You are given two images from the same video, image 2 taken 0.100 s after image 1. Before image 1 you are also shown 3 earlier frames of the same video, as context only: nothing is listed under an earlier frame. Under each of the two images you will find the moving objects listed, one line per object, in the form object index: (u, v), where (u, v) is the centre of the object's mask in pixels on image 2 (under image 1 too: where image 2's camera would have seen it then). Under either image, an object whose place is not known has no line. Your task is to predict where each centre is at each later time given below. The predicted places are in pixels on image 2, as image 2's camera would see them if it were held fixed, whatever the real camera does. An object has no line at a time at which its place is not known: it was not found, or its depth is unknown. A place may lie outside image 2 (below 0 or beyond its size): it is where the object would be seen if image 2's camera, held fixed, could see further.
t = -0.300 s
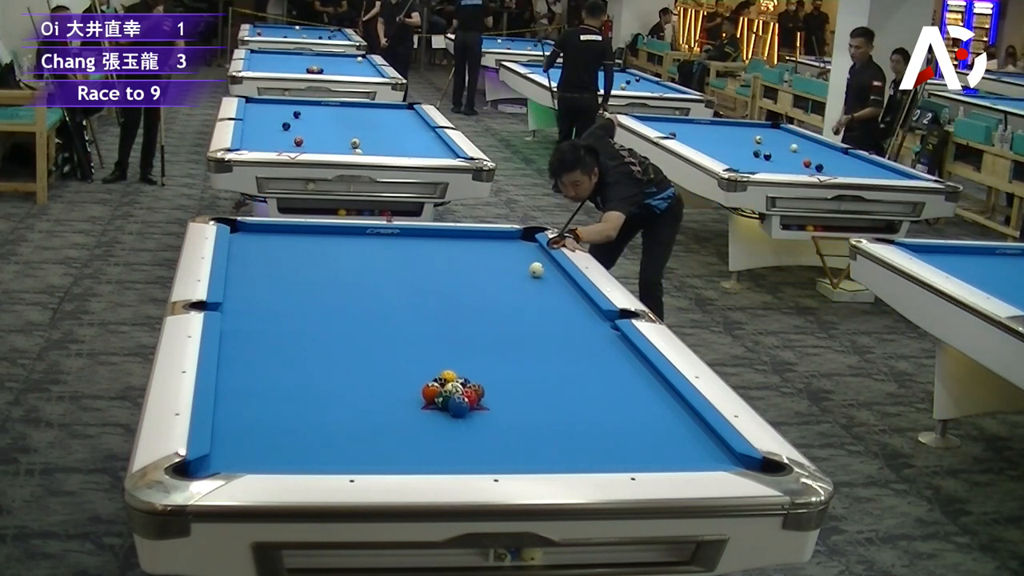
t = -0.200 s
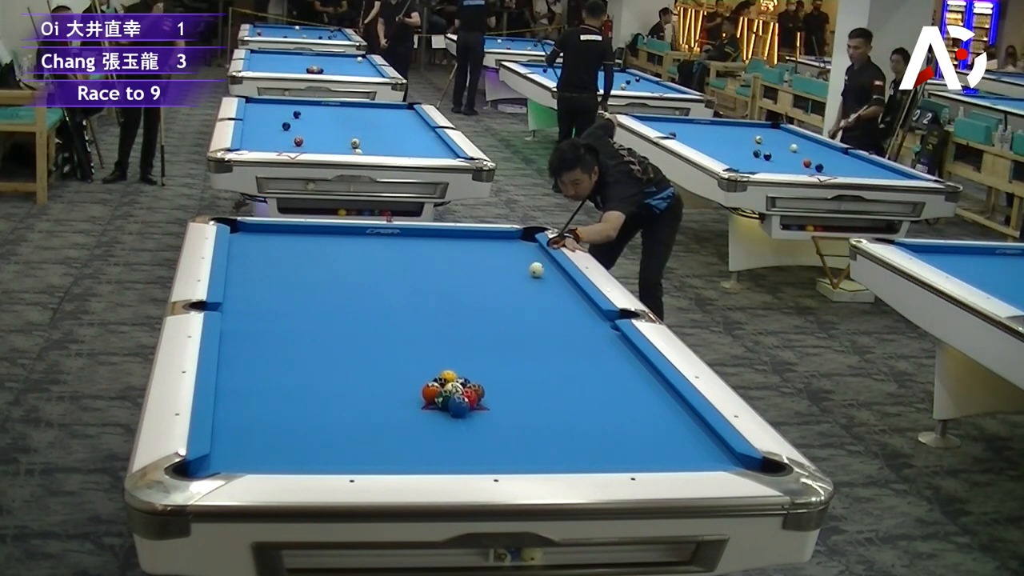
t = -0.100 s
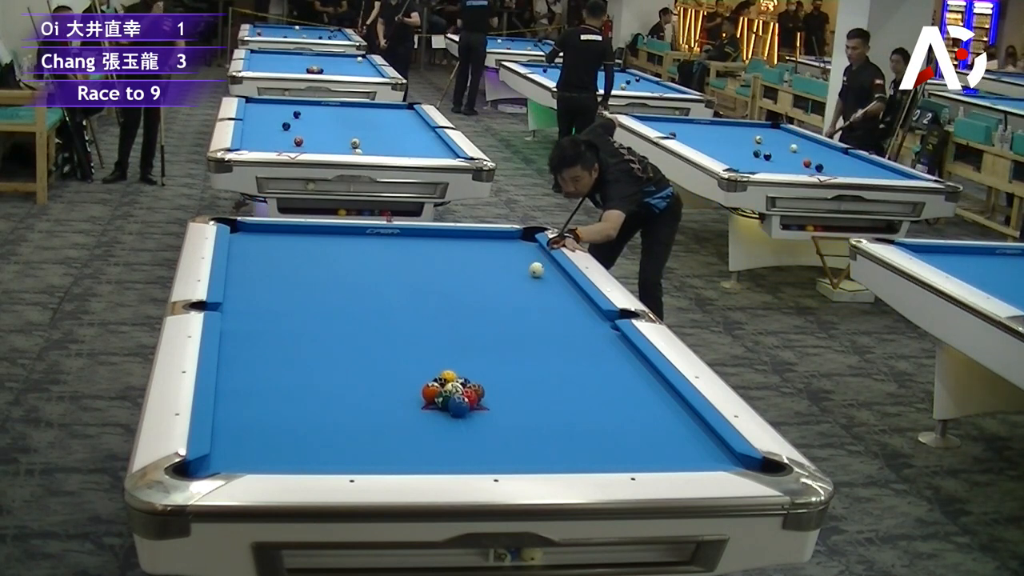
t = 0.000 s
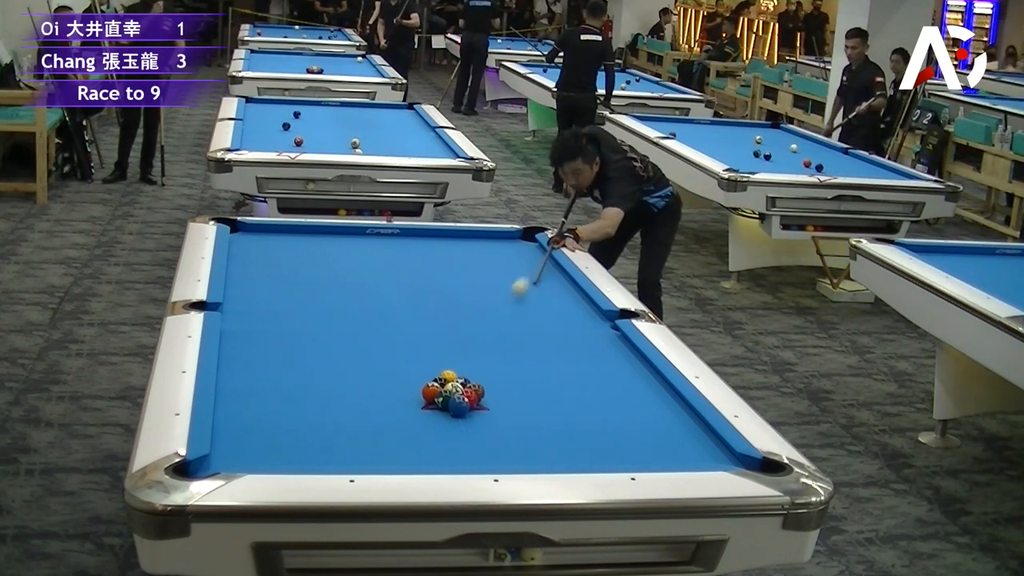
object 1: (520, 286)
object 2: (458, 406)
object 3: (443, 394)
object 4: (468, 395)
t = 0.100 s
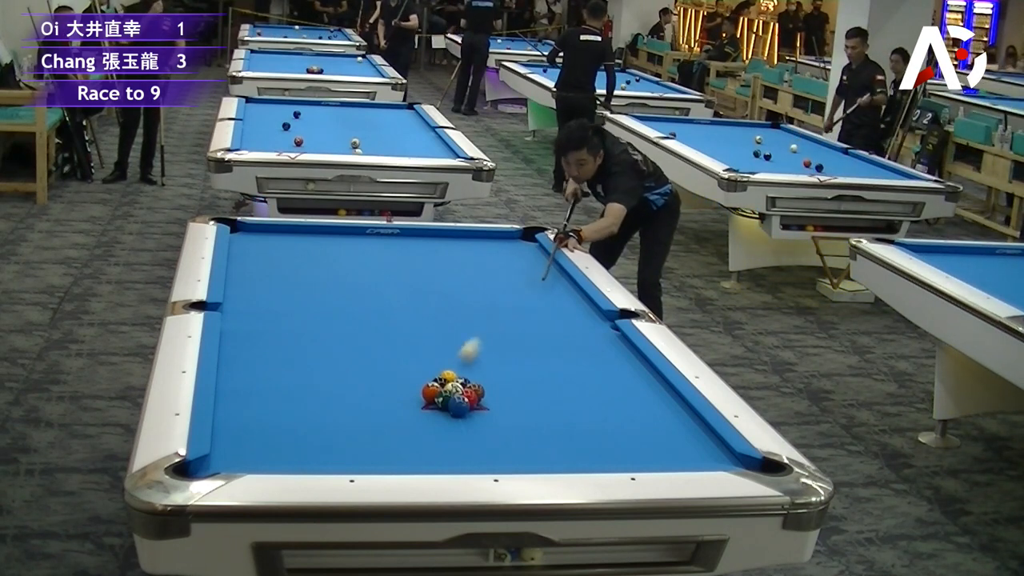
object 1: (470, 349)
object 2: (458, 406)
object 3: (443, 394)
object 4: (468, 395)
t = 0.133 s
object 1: (453, 368)
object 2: (460, 407)
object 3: (443, 394)
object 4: (470, 395)
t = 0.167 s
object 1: (451, 365)
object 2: (475, 420)
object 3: (442, 399)
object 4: (481, 403)
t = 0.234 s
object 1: (449, 364)
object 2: (504, 445)
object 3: (441, 403)
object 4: (505, 417)
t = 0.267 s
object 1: (448, 361)
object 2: (519, 457)
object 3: (440, 405)
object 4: (517, 423)
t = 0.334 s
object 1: (447, 357)
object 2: (530, 456)
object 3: (440, 415)
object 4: (539, 433)
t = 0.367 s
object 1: (446, 355)
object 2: (528, 449)
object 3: (439, 414)
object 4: (549, 438)
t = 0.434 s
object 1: (444, 351)
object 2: (527, 434)
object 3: (432, 420)
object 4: (570, 447)
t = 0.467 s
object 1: (444, 350)
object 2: (526, 427)
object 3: (432, 426)
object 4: (580, 452)
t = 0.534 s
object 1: (441, 348)
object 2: (524, 414)
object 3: (434, 427)
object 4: (602, 458)
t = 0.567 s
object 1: (440, 347)
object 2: (524, 408)
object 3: (432, 430)
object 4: (612, 460)
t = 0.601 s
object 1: (439, 346)
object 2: (523, 403)
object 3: (431, 436)
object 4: (614, 458)
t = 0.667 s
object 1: (437, 344)
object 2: (522, 392)
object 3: (429, 439)
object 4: (618, 454)
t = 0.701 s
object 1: (436, 343)
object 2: (522, 389)
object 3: (428, 442)
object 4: (621, 453)
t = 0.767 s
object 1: (434, 341)
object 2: (530, 387)
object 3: (422, 451)
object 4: (626, 448)
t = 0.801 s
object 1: (433, 340)
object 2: (533, 386)
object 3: (422, 456)
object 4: (629, 446)
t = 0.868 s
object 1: (431, 339)
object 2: (538, 383)
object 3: (423, 456)
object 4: (634, 442)
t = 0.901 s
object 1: (430, 338)
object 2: (541, 382)
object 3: (422, 461)
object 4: (636, 440)
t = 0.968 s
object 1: (428, 337)
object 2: (546, 379)
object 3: (419, 458)
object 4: (641, 435)
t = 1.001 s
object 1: (427, 336)
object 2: (548, 378)
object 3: (416, 455)
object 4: (643, 433)
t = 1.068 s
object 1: (425, 334)
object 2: (553, 375)
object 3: (413, 452)
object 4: (647, 428)
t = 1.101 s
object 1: (424, 334)
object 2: (555, 373)
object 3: (412, 451)
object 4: (650, 427)
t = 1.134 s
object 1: (424, 333)
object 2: (557, 370)
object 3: (410, 449)
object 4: (652, 425)
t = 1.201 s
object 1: (422, 332)
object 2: (562, 369)
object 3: (409, 450)
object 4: (656, 421)
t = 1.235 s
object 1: (421, 331)
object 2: (564, 368)
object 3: (405, 446)
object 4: (658, 419)
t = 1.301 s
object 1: (419, 330)
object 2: (568, 365)
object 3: (402, 442)
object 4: (662, 415)
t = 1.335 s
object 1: (419, 329)
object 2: (570, 364)
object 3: (400, 441)
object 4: (664, 413)
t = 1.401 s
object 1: (417, 328)
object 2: (574, 362)
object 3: (397, 439)
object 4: (668, 410)
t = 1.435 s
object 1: (417, 327)
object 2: (576, 360)
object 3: (392, 444)
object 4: (670, 408)
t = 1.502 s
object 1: (415, 326)
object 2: (580, 358)
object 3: (392, 439)
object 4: (674, 405)
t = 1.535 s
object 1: (415, 326)
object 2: (582, 357)
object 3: (390, 437)
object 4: (675, 403)
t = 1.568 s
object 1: (414, 325)
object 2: (584, 356)
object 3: (388, 434)
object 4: (675, 401)
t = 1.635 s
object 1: (413, 323)
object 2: (588, 354)
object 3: (384, 429)
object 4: (670, 399)
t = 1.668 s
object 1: (413, 322)
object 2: (590, 353)
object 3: (383, 427)
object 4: (667, 398)
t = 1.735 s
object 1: (411, 322)
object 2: (593, 350)
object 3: (380, 425)
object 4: (661, 395)
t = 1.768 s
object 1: (410, 322)
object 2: (595, 349)
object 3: (379, 424)
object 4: (659, 393)
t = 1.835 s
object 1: (409, 321)
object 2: (599, 347)
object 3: (380, 425)
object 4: (653, 392)
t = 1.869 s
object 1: (409, 320)
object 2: (600, 346)
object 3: (380, 426)
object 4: (651, 390)
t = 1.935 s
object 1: (407, 319)
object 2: (604, 344)
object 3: (377, 422)
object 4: (646, 388)
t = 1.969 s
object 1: (407, 319)
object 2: (605, 343)
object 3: (376, 420)
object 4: (643, 387)
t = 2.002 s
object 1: (406, 318)
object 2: (607, 343)
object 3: (374, 418)
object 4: (641, 385)
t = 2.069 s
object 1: (405, 318)
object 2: (610, 341)
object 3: (371, 415)
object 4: (636, 383)
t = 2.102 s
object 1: (405, 317)
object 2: (612, 340)
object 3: (369, 414)
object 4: (633, 382)
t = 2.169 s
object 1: (404, 316)
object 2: (614, 337)
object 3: (367, 413)
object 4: (628, 380)
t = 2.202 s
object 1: (403, 316)
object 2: (616, 336)
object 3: (366, 412)
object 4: (626, 379)
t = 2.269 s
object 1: (402, 315)
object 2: (614, 335)
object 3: (363, 416)
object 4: (622, 377)
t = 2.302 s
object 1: (402, 315)
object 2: (612, 334)
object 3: (363, 414)
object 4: (620, 376)
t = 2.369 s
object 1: (402, 314)
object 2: (609, 333)
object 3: (361, 411)
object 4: (615, 374)
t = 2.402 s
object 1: (401, 314)
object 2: (607, 332)
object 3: (359, 410)
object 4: (613, 373)
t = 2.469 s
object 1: (401, 313)
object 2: (604, 331)
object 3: (356, 406)
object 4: (609, 371)
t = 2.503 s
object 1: (400, 313)
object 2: (602, 331)
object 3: (355, 404)
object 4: (607, 370)
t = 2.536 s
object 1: (400, 313)
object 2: (601, 330)
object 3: (355, 404)
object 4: (605, 369)
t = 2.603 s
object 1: (399, 312)
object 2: (597, 329)
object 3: (354, 402)
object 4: (601, 368)
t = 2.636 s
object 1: (399, 312)
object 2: (596, 328)
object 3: (353, 402)
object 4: (599, 367)
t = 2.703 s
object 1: (398, 311)
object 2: (593, 327)
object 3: (352, 400)
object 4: (595, 365)
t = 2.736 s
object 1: (398, 311)
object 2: (591, 326)
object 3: (352, 399)
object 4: (593, 364)
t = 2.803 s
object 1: (398, 311)
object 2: (588, 325)
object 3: (350, 398)
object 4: (589, 362)
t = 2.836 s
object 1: (398, 310)
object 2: (587, 324)
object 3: (353, 402)
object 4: (588, 362)
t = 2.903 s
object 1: (397, 310)
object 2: (584, 324)
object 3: (352, 400)
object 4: (584, 360)
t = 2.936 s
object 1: (397, 310)
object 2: (583, 323)
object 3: (351, 399)
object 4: (582, 359)
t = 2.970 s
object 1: (397, 309)
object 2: (582, 323)
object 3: (350, 398)
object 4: (581, 358)
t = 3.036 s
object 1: (396, 309)
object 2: (579, 322)
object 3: (348, 395)
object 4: (577, 357)
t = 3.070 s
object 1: (396, 309)
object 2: (578, 321)
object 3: (348, 394)
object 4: (576, 356)
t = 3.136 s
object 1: (396, 308)
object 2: (575, 320)
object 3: (346, 393)
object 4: (572, 355)
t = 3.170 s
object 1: (396, 308)
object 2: (574, 320)
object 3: (344, 392)
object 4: (571, 354)
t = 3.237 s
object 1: (395, 308)
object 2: (572, 318)
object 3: (343, 391)
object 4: (568, 353)
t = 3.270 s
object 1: (395, 308)
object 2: (571, 318)
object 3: (343, 390)
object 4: (566, 352)
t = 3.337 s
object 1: (395, 308)
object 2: (568, 317)
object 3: (342, 390)
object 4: (563, 351)
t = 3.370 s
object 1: (395, 308)
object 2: (567, 317)
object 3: (341, 390)
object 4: (562, 350)
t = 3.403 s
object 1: (395, 308)
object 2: (566, 317)
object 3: (340, 389)
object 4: (561, 350)
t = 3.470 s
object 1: (395, 307)
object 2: (564, 316)
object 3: (338, 395)
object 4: (558, 348)
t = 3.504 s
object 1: (394, 307)
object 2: (563, 315)
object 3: (338, 395)
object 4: (556, 348)
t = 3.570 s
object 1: (394, 307)
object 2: (561, 315)
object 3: (337, 394)
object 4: (554, 346)
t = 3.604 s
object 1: (394, 307)
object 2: (560, 315)
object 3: (336, 394)
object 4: (553, 346)
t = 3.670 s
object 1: (394, 307)
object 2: (558, 314)
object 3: (336, 393)
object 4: (550, 345)
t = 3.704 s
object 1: (394, 307)
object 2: (558, 314)
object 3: (335, 393)
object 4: (549, 344)
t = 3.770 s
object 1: (394, 307)
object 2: (556, 313)
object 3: (335, 393)
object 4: (546, 343)
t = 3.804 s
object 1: (394, 307)
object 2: (555, 313)
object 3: (334, 392)
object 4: (545, 343)
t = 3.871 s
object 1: (394, 307)
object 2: (554, 312)
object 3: (334, 392)
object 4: (543, 341)
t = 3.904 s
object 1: (394, 307)
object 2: (553, 312)
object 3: (333, 392)
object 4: (542, 341)
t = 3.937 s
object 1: (394, 307)
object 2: (552, 312)
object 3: (333, 391)
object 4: (541, 341)
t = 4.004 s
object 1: (394, 307)
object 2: (551, 311)
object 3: (332, 391)
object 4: (539, 340)
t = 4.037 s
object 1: (394, 307)
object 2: (550, 311)
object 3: (332, 391)
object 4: (538, 339)
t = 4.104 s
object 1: (394, 307)
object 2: (549, 310)
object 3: (332, 391)
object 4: (536, 339)
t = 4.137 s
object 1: (395, 307)
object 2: (548, 310)
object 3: (332, 390)
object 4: (535, 338)
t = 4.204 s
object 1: (395, 307)
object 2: (547, 310)
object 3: (332, 390)
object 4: (533, 337)
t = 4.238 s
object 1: (394, 307)
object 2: (546, 309)
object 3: (331, 390)
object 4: (532, 337)
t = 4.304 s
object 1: (394, 307)
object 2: (546, 309)
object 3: (331, 390)
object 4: (531, 336)
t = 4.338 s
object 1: (394, 307)
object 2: (545, 309)
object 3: (331, 390)
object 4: (530, 336)
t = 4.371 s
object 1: (394, 307)
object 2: (544, 309)
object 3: (331, 390)
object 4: (529, 335)
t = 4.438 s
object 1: (394, 307)
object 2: (543, 308)
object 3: (331, 389)
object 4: (528, 335)
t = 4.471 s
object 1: (395, 307)
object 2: (543, 308)
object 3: (332, 389)
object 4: (527, 334)
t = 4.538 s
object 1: (394, 307)
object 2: (542, 308)
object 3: (332, 389)
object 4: (526, 334)
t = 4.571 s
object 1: (394, 307)
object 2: (542, 308)
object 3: (332, 389)
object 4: (525, 333)
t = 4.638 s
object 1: (394, 307)
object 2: (541, 308)
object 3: (332, 389)
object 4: (524, 333)
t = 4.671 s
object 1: (394, 307)
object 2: (541, 307)
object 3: (332, 389)
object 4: (523, 333)
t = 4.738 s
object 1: (394, 307)
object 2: (540, 307)
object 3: (332, 389)
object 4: (522, 332)
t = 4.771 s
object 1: (394, 307)
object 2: (540, 307)
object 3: (332, 390)
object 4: (521, 332)
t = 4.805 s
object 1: (394, 307)
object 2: (540, 307)
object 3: (332, 389)
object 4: (521, 332)
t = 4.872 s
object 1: (395, 307)
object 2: (539, 307)
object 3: (332, 390)
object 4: (520, 331)
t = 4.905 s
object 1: (394, 307)
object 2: (539, 307)
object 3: (332, 390)
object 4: (519, 331)
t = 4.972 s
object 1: (394, 307)
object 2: (538, 307)
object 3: (332, 389)
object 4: (518, 331)
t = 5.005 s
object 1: (394, 307)
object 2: (538, 307)
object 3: (332, 390)
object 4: (518, 330)
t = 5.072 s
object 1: (394, 307)
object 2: (538, 307)
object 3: (332, 389)
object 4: (517, 330)
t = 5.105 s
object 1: (394, 307)
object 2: (538, 306)
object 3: (332, 390)
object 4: (517, 330)
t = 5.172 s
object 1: (394, 307)
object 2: (538, 306)
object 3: (332, 390)
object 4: (516, 329)
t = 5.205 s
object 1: (395, 307)
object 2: (538, 306)
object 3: (332, 390)
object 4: (516, 329)
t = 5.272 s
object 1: (394, 307)
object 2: (537, 306)
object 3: (332, 390)
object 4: (515, 329)
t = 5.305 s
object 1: (395, 307)
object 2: (538, 306)
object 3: (332, 390)
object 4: (515, 329)
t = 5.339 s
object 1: (394, 307)
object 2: (537, 306)
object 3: (332, 390)
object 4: (515, 329)
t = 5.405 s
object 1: (395, 307)
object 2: (538, 306)
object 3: (332, 390)
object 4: (514, 329)
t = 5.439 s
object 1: (395, 307)
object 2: (538, 306)
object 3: (332, 390)
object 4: (514, 328)
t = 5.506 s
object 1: (394, 307)
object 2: (538, 306)
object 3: (332, 390)
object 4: (514, 328)
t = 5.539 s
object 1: (395, 307)
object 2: (538, 306)
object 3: (332, 390)
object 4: (513, 328)
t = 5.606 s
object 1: (394, 307)
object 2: (538, 306)
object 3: (332, 390)
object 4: (513, 328)
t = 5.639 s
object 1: (394, 307)
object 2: (538, 306)
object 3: (332, 390)
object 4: (513, 328)
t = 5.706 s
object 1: (394, 307)
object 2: (538, 306)
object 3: (332, 390)
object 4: (513, 328)
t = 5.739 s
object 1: (394, 307)
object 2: (538, 306)
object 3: (332, 390)
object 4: (513, 328)
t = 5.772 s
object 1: (394, 307)
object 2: (538, 306)
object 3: (332, 389)
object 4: (513, 328)
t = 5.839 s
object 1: (394, 307)
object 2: (538, 306)
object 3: (332, 389)
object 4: (513, 328)
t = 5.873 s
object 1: (394, 307)
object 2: (538, 306)
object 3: (332, 390)
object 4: (513, 328)
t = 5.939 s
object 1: (395, 307)
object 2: (538, 306)
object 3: (332, 390)
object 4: (513, 328)
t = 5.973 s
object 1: (394, 307)
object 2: (538, 306)
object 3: (332, 390)
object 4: (513, 328)
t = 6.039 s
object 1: (394, 307)
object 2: (538, 306)
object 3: (332, 390)
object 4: (513, 328)
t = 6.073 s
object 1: (395, 307)
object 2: (538, 306)
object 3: (332, 390)
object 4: (513, 328)
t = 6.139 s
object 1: (394, 307)
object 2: (538, 306)
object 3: (332, 389)
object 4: (513, 328)
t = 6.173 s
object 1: (394, 307)
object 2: (538, 306)
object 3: (332, 390)
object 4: (513, 328)
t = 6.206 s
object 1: (394, 307)
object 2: (538, 306)
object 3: (332, 390)
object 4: (513, 328)
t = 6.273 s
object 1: (394, 307)
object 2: (538, 306)
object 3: (332, 390)
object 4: (513, 328)
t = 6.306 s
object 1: (394, 307)
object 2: (538, 306)
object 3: (332, 390)
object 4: (513, 328)
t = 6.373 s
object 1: (394, 307)
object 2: (538, 306)
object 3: (332, 390)
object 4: (513, 328)
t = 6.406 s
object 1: (394, 307)
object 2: (538, 306)
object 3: (332, 390)
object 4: (513, 328)
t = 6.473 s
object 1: (394, 307)
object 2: (538, 306)
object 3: (332, 390)
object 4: (513, 328)
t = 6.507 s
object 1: (394, 307)
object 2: (538, 306)
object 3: (332, 390)
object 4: (513, 328)
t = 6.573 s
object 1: (394, 307)
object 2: (538, 306)
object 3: (332, 390)
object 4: (513, 328)
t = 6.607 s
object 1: (394, 307)
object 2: (538, 306)
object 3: (332, 390)
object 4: (513, 328)
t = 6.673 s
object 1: (394, 307)
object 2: (538, 306)
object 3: (332, 390)
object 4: (513, 328)
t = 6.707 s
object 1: (394, 307)
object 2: (538, 306)
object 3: (332, 390)
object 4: (513, 328)
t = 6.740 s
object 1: (394, 307)
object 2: (538, 306)
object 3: (332, 389)
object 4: (513, 328)
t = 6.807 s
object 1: (394, 307)
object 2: (538, 306)
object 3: (332, 390)
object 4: (513, 328)
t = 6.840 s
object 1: (394, 307)
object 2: (537, 306)
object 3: (332, 390)
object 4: (513, 328)
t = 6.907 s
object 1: (394, 307)
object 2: (538, 306)
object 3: (332, 390)
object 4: (513, 328)
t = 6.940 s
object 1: (394, 307)
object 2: (538, 306)
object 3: (332, 390)
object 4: (513, 328)
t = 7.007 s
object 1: (394, 307)
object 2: (538, 307)
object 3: (332, 390)
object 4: (513, 328)
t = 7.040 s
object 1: (394, 307)
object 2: (538, 307)
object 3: (332, 390)
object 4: (513, 328)
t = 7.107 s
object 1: (394, 307)
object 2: (538, 307)
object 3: (332, 390)
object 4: (513, 328)
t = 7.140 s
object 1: (394, 307)
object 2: (538, 307)
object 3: (332, 390)
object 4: (513, 328)
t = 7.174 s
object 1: (394, 307)
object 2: (538, 307)
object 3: (332, 390)
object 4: (513, 328)
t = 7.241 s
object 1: (394, 307)
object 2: (538, 307)
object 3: (332, 390)
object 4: (513, 328)
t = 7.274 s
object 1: (394, 307)
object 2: (538, 307)
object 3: (332, 390)
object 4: (513, 328)
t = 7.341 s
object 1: (394, 307)
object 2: (538, 307)
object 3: (332, 390)
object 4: (513, 328)
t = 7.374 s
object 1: (394, 307)
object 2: (538, 307)
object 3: (332, 390)
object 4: (513, 328)
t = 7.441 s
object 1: (394, 307)
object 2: (538, 307)
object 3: (332, 390)
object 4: (513, 328)
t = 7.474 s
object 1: (394, 307)
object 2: (538, 307)
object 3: (332, 390)
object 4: (513, 328)
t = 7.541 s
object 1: (394, 307)
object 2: (538, 307)
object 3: (332, 390)
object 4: (513, 328)
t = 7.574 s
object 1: (394, 307)
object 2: (538, 307)
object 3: (332, 390)
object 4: (513, 328)
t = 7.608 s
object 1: (394, 307)
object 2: (538, 307)
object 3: (332, 390)
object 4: (513, 328)
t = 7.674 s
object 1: (394, 307)
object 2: (538, 307)
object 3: (332, 390)
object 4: (513, 328)
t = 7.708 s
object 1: (394, 307)
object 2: (538, 307)
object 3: (332, 390)
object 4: (513, 328)
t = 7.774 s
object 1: (395, 307)
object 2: (538, 307)
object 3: (332, 390)
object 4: (513, 328)
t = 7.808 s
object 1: (395, 307)
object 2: (538, 307)
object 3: (332, 390)
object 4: (513, 328)
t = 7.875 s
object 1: (395, 307)
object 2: (538, 307)
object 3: (332, 390)
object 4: (513, 328)
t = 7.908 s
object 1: (395, 307)
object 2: (538, 307)
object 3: (332, 390)
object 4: (513, 328)
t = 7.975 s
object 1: (395, 307)
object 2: (538, 307)
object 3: (332, 390)
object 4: (513, 328)
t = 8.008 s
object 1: (395, 307)
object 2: (538, 307)
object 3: (332, 390)
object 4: (513, 328)
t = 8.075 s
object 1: (395, 307)
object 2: (538, 307)
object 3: (332, 390)
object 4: (513, 328)
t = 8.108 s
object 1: (395, 307)
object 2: (538, 307)
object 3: (332, 390)
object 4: (513, 328)
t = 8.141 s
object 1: (395, 307)
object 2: (538, 307)
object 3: (332, 390)
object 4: (513, 328)
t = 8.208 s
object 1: (395, 307)
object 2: (538, 307)
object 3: (332, 390)
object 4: (513, 328)
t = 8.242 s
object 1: (395, 307)
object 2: (538, 307)
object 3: (332, 390)
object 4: (513, 328)
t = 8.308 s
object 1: (395, 307)
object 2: (538, 307)
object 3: (332, 390)
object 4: (513, 328)
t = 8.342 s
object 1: (395, 307)
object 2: (538, 307)
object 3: (332, 390)
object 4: (513, 328)
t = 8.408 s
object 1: (395, 307)
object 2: (538, 307)
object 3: (332, 390)
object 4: (513, 328)
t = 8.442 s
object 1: (395, 307)
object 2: (538, 307)
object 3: (332, 390)
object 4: (513, 328)
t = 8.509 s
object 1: (395, 307)
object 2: (538, 307)
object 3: (332, 390)
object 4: (513, 328)
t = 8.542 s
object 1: (395, 307)
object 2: (538, 307)
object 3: (332, 390)
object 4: (513, 328)
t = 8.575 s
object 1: (395, 307)
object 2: (538, 307)
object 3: (332, 390)
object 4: (513, 328)
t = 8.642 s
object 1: (395, 307)
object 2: (538, 307)
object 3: (332, 390)
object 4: (513, 328)
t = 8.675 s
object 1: (395, 307)
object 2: (538, 307)
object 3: (332, 390)
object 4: (513, 328)
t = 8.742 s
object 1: (395, 307)
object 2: (538, 307)
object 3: (332, 390)
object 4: (513, 328)
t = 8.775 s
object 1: (395, 307)
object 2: (538, 307)
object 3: (332, 390)
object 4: (513, 328)
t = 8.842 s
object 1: (395, 307)
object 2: (538, 307)
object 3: (332, 390)
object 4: (513, 328)
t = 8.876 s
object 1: (395, 307)
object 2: (538, 307)
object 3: (332, 390)
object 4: (513, 328)
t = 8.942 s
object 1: (395, 307)
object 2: (538, 307)
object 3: (332, 390)
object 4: (513, 328)
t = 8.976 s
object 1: (395, 307)
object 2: (538, 307)
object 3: (332, 390)
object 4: (513, 328)
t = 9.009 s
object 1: (395, 307)
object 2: (538, 307)
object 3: (332, 390)
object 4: (513, 328)
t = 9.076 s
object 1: (395, 307)
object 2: (538, 307)
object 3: (332, 390)
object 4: (513, 328)
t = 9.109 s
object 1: (395, 307)
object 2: (538, 307)
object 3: (332, 390)
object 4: (513, 328)
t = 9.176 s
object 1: (395, 307)
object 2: (538, 307)
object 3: (332, 390)
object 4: (513, 328)
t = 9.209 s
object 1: (395, 307)
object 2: (538, 307)
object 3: (332, 390)
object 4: (513, 328)
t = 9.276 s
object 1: (395, 307)
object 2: (538, 307)
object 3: (332, 390)
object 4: (513, 328)
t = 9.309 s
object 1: (395, 307)
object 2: (538, 307)
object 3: (332, 390)
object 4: (513, 328)
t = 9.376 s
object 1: (395, 307)
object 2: (538, 307)
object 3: (332, 390)
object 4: (513, 328)
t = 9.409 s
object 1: (395, 307)
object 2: (538, 307)
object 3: (332, 390)
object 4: (513, 328)
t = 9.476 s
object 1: (395, 307)
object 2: (538, 307)
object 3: (332, 390)
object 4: (513, 328)
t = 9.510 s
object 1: (395, 307)
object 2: (538, 307)
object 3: (332, 390)
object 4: (513, 328)
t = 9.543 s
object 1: (395, 307)
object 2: (538, 307)
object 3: (332, 390)
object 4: (513, 328)
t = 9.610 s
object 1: (395, 307)
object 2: (538, 307)
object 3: (332, 390)
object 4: (513, 328)
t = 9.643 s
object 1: (395, 307)
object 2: (538, 307)
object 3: (332, 390)
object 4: (513, 328)
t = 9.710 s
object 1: (395, 307)
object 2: (538, 307)
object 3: (332, 390)
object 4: (513, 328)
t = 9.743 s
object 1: (395, 307)
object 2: (538, 307)
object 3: (332, 390)
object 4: (513, 328)
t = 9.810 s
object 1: (395, 307)
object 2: (538, 307)
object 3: (332, 390)
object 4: (513, 328)
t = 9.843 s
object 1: (395, 307)
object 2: (538, 307)
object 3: (332, 390)
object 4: (513, 328)
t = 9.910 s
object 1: (395, 307)
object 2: (538, 307)
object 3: (332, 390)
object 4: (513, 328)
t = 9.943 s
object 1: (395, 307)
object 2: (538, 307)
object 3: (332, 390)
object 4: (513, 328)
